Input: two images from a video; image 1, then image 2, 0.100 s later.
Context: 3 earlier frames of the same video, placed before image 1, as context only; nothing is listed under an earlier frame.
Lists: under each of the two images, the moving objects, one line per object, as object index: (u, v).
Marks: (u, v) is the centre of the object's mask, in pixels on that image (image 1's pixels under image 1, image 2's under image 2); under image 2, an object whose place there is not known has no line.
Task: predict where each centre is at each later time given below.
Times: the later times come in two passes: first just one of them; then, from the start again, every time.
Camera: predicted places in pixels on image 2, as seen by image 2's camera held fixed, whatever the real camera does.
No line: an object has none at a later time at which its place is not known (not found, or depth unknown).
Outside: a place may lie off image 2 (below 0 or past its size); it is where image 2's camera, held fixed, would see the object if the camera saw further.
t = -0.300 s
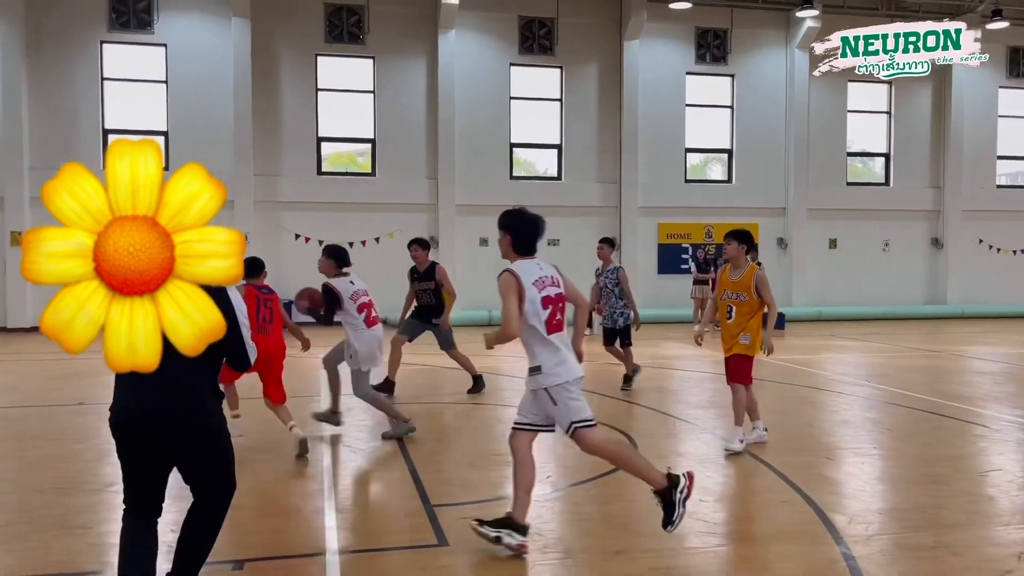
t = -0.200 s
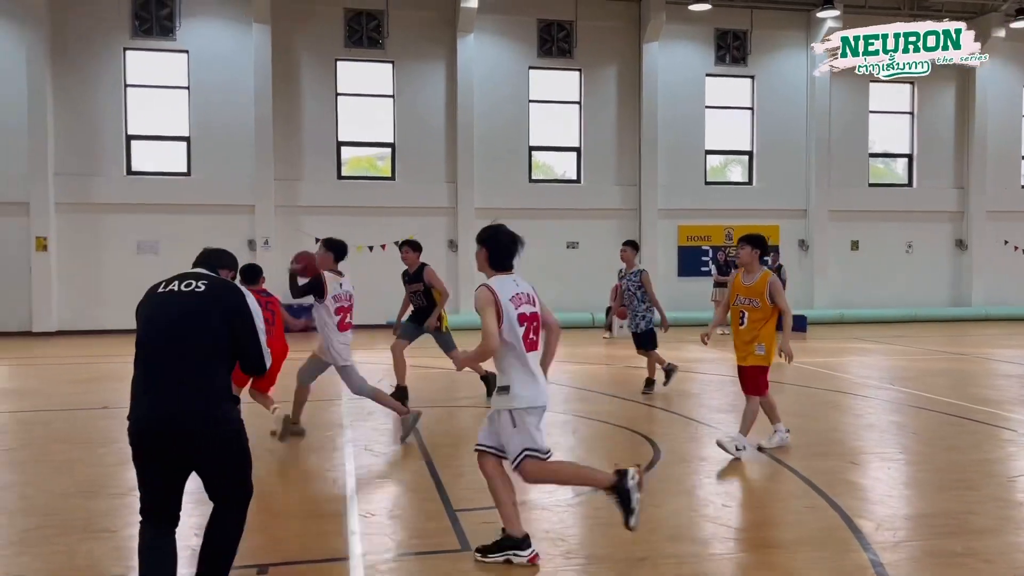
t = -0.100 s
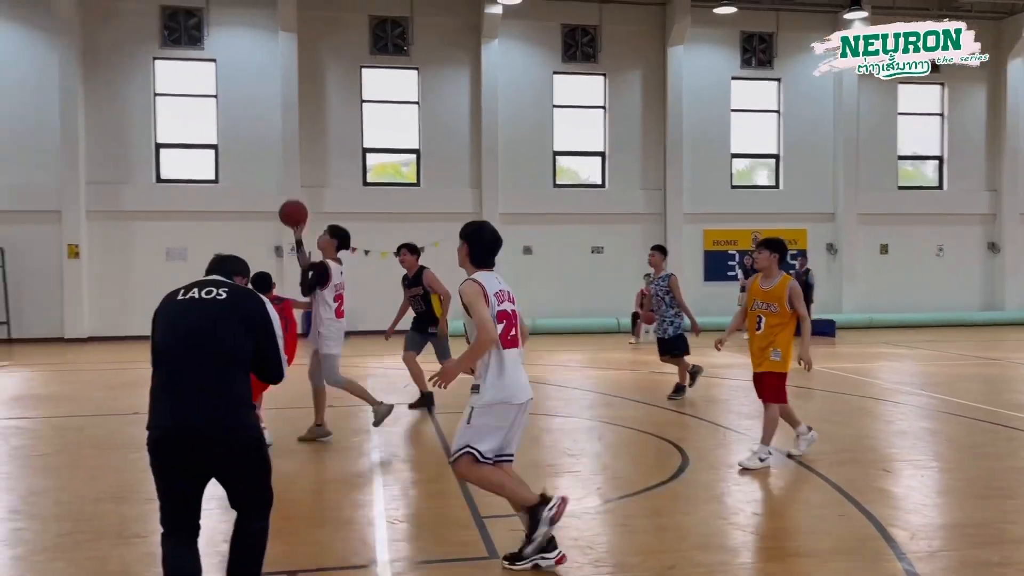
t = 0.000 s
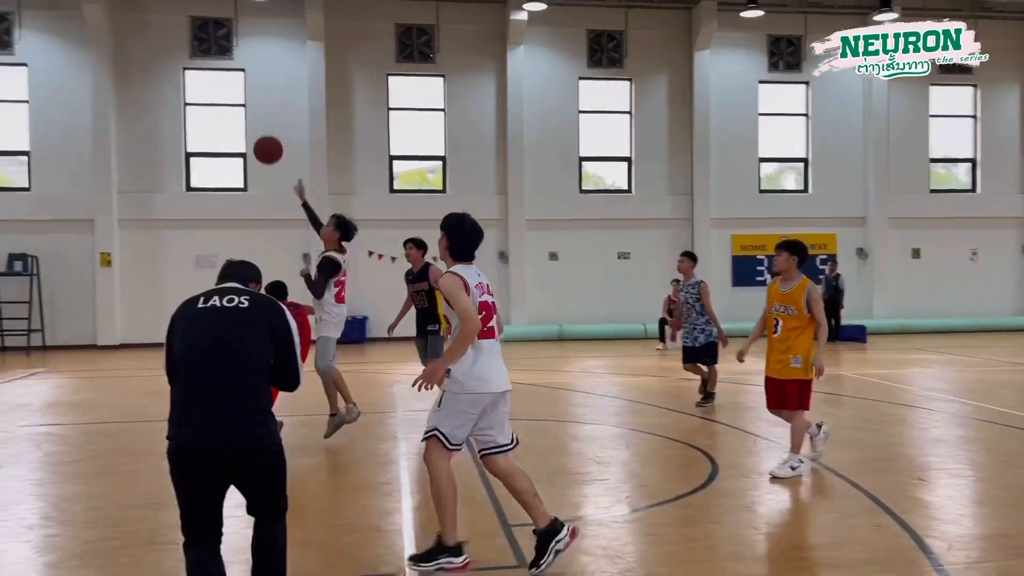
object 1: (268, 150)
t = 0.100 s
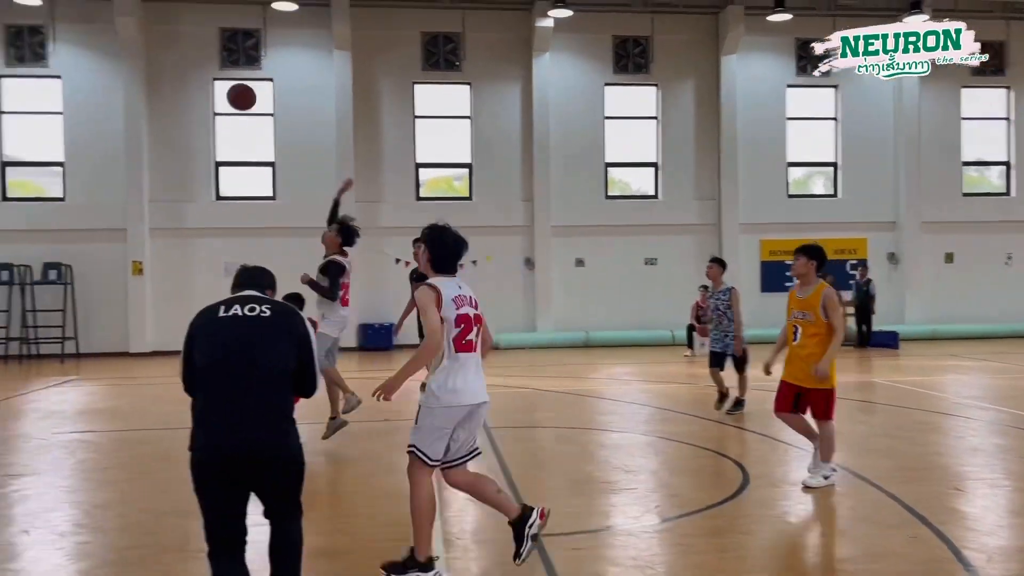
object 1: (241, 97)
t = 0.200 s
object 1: (183, 43)
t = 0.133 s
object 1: (222, 78)
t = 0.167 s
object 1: (202, 60)
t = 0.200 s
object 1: (183, 43)
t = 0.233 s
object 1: (165, 29)
